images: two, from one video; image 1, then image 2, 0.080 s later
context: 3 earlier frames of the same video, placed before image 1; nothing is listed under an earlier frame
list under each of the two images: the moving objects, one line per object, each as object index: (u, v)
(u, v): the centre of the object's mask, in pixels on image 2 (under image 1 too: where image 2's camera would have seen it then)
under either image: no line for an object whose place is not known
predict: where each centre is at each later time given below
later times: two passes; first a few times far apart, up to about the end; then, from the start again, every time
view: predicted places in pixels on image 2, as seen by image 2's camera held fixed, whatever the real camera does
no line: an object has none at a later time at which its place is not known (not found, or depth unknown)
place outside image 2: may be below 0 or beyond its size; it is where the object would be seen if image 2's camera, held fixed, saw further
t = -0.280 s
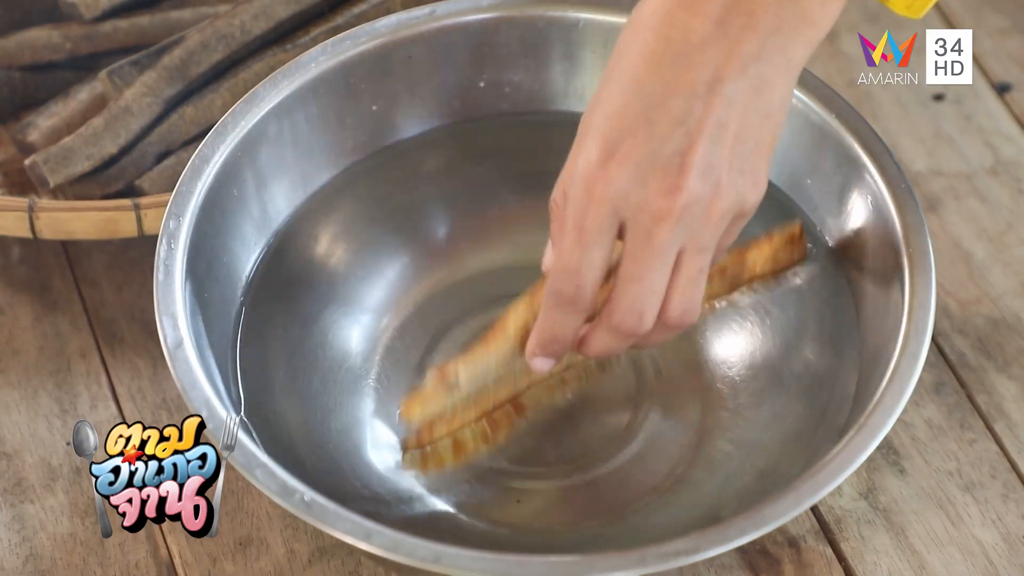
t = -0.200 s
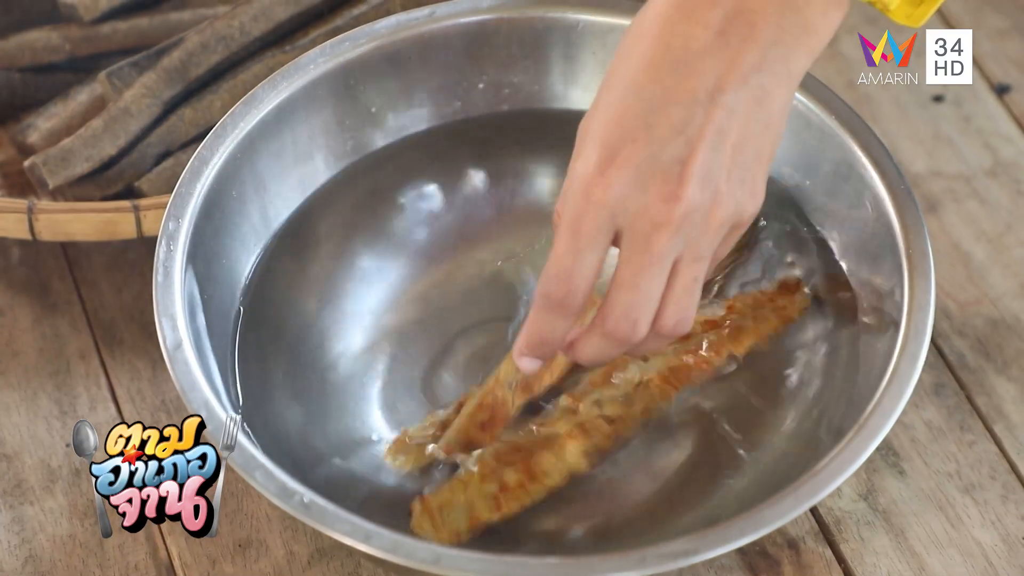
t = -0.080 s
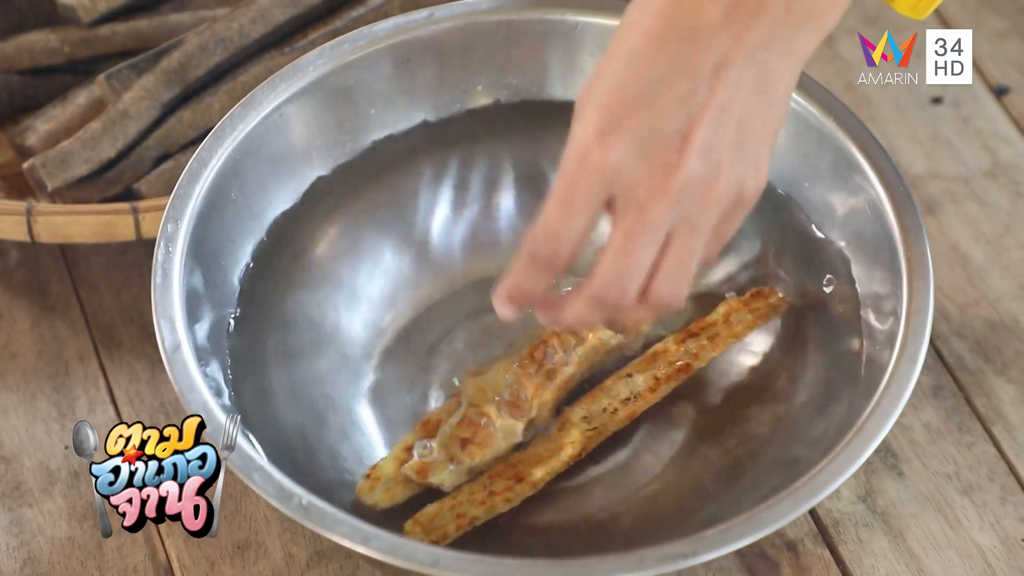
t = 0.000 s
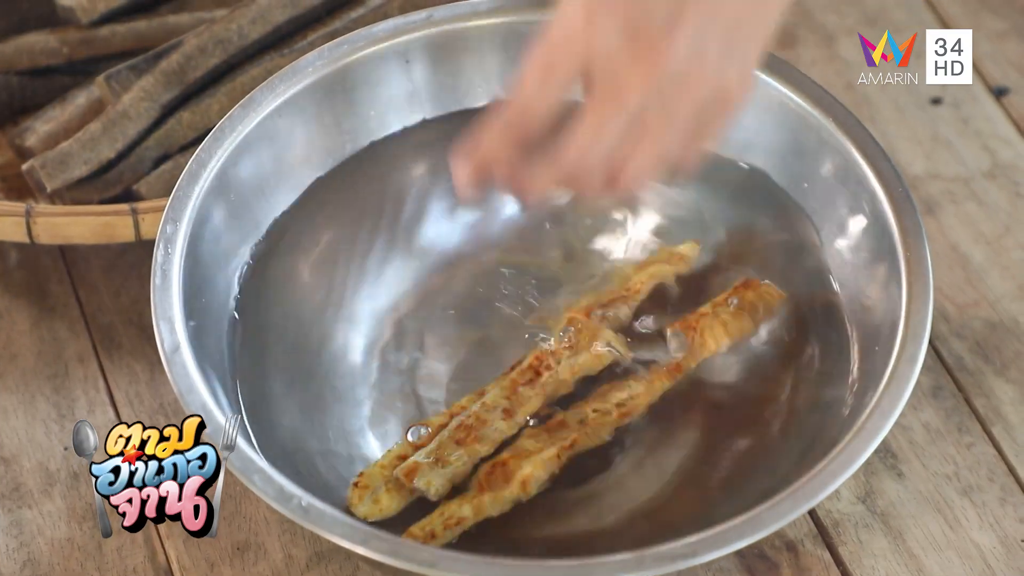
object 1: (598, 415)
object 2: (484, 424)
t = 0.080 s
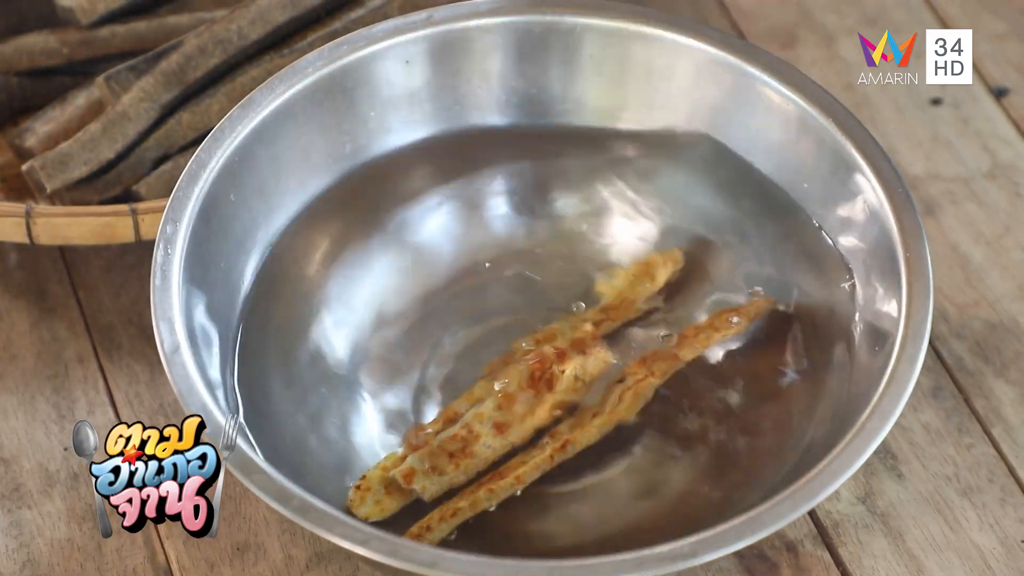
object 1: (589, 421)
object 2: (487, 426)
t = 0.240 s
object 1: (590, 428)
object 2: (483, 435)
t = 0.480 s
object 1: (581, 423)
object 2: (478, 425)
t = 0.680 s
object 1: (568, 418)
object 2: (483, 414)
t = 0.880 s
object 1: (573, 411)
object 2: (487, 408)
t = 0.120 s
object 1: (589, 427)
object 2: (486, 433)
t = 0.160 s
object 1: (586, 433)
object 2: (488, 434)
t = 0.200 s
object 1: (593, 428)
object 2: (480, 440)
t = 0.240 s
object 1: (590, 428)
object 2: (483, 435)
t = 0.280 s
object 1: (586, 427)
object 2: (483, 434)
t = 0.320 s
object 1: (584, 425)
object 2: (483, 432)
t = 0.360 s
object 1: (586, 424)
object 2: (485, 427)
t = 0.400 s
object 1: (584, 423)
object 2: (488, 423)
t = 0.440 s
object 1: (580, 426)
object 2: (492, 421)
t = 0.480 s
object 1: (581, 423)
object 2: (478, 425)
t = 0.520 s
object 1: (574, 420)
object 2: (474, 425)
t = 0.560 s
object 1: (570, 421)
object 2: (481, 418)
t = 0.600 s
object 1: (571, 419)
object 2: (489, 412)
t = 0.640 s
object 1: (574, 415)
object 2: (482, 414)
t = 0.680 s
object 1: (568, 418)
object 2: (483, 414)
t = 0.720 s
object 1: (572, 419)
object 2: (480, 416)
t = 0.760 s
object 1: (575, 420)
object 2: (488, 413)
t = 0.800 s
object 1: (573, 418)
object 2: (486, 410)
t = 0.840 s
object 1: (574, 413)
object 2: (480, 413)
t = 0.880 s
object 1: (573, 411)
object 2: (487, 408)
